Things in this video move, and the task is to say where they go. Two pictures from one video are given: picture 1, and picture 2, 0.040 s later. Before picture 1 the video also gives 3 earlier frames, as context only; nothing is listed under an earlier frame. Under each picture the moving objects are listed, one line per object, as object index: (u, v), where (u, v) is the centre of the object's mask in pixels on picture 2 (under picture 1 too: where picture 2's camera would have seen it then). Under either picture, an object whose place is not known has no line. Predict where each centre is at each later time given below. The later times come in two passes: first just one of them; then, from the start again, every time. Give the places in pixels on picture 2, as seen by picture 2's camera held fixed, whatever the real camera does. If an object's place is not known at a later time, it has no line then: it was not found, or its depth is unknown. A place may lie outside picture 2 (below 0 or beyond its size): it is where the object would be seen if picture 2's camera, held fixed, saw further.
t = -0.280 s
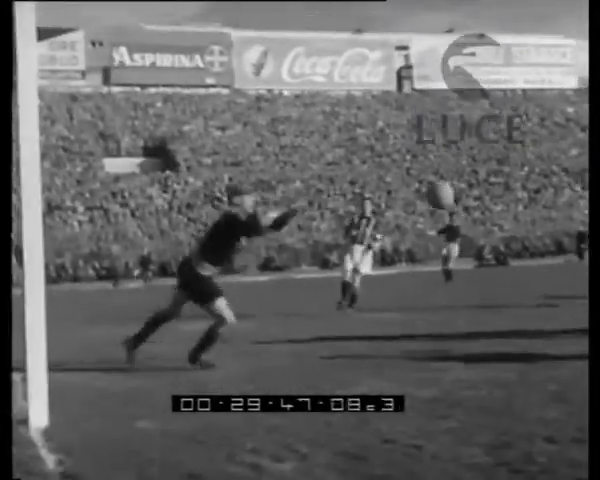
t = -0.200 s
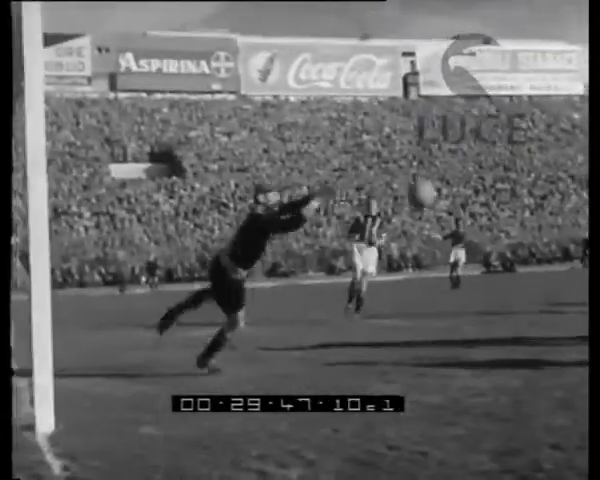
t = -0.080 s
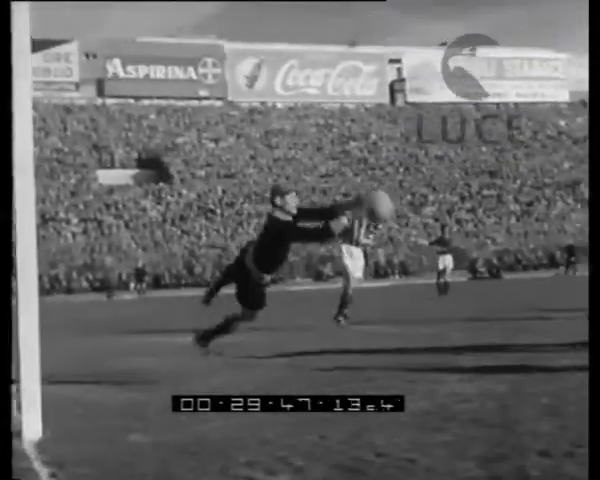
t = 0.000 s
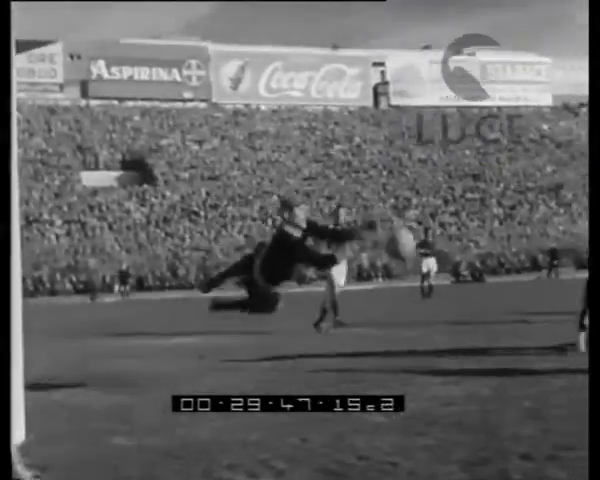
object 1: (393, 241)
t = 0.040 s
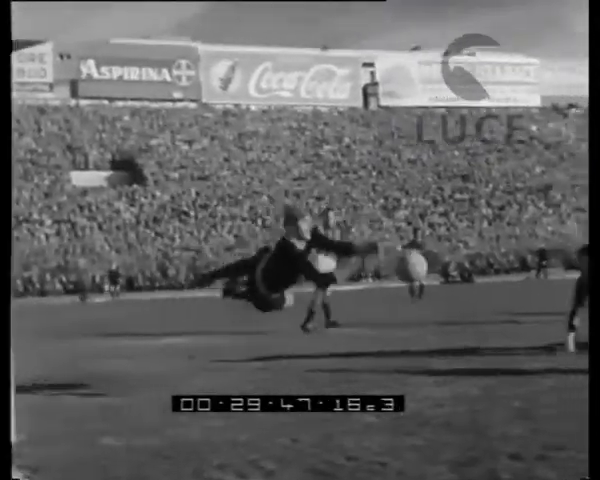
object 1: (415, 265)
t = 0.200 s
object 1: (509, 387)
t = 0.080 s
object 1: (437, 291)
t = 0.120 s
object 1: (462, 322)
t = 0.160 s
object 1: (485, 355)
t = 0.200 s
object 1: (509, 387)
